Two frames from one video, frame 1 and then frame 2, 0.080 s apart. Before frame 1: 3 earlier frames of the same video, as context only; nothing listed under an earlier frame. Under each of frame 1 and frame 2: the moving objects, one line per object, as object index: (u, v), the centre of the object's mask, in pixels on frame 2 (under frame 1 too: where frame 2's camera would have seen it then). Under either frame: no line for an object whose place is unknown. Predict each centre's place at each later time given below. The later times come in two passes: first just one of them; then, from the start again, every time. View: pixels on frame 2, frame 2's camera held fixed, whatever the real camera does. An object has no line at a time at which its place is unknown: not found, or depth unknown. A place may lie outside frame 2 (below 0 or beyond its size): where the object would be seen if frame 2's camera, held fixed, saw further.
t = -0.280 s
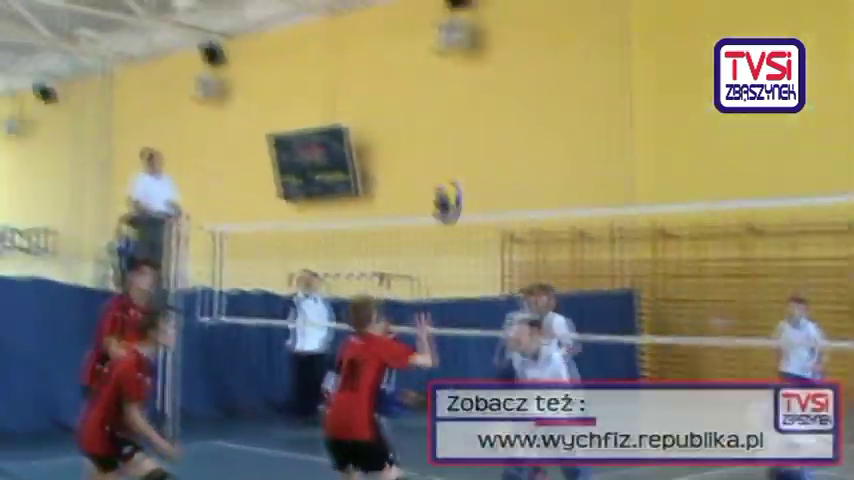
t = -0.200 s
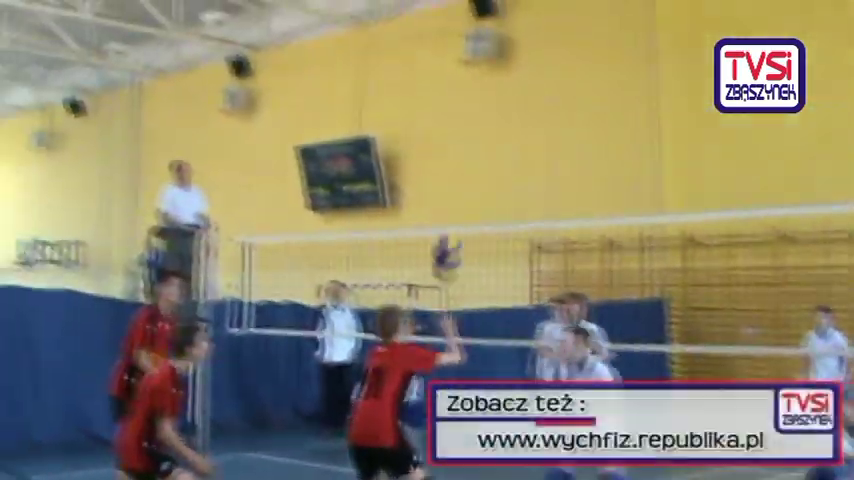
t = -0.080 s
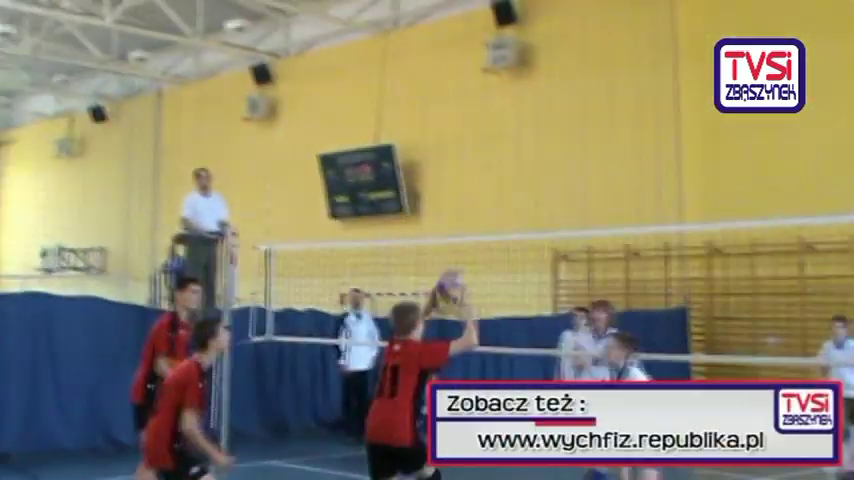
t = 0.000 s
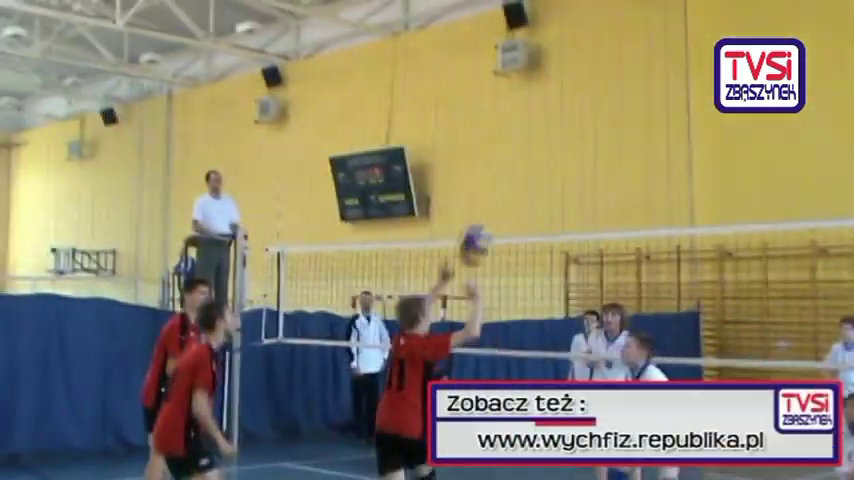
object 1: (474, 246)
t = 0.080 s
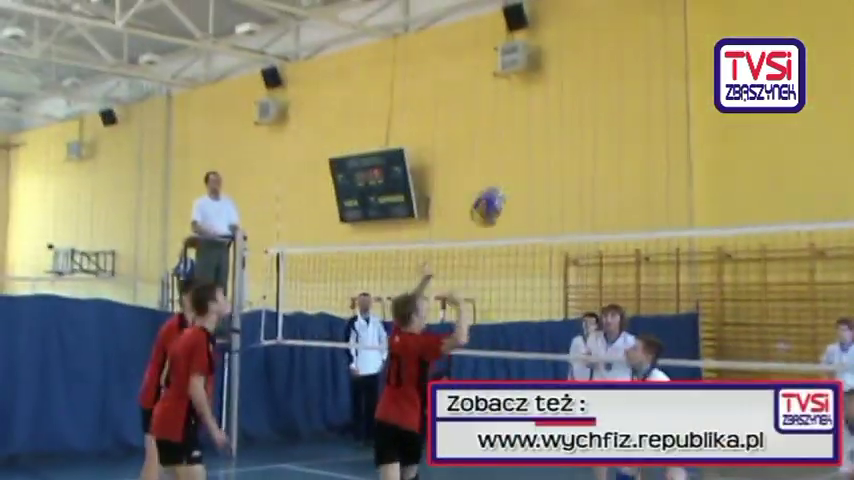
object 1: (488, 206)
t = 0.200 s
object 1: (509, 167)
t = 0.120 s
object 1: (495, 190)
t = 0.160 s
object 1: (503, 177)
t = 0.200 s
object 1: (509, 167)
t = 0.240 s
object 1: (517, 158)
